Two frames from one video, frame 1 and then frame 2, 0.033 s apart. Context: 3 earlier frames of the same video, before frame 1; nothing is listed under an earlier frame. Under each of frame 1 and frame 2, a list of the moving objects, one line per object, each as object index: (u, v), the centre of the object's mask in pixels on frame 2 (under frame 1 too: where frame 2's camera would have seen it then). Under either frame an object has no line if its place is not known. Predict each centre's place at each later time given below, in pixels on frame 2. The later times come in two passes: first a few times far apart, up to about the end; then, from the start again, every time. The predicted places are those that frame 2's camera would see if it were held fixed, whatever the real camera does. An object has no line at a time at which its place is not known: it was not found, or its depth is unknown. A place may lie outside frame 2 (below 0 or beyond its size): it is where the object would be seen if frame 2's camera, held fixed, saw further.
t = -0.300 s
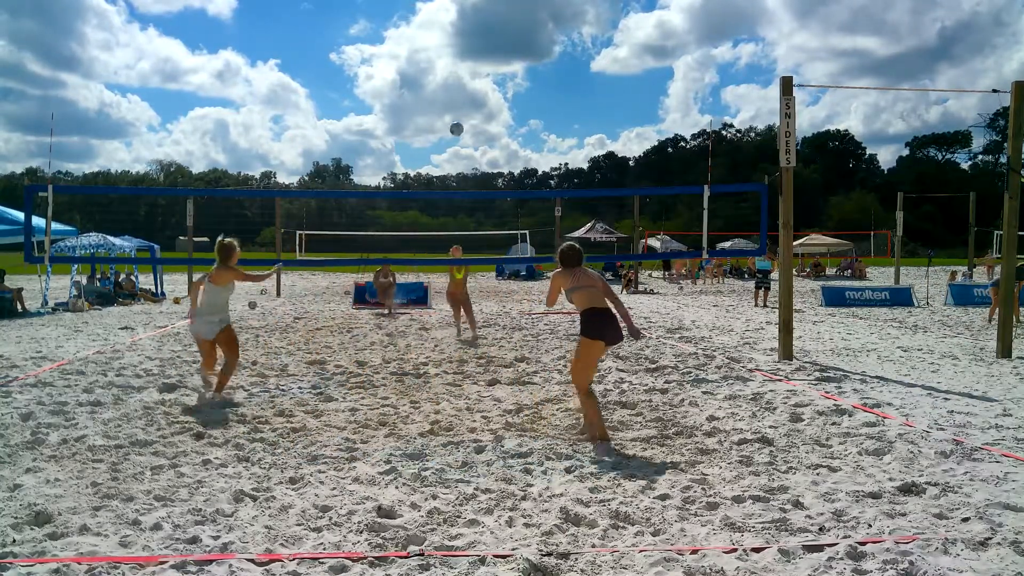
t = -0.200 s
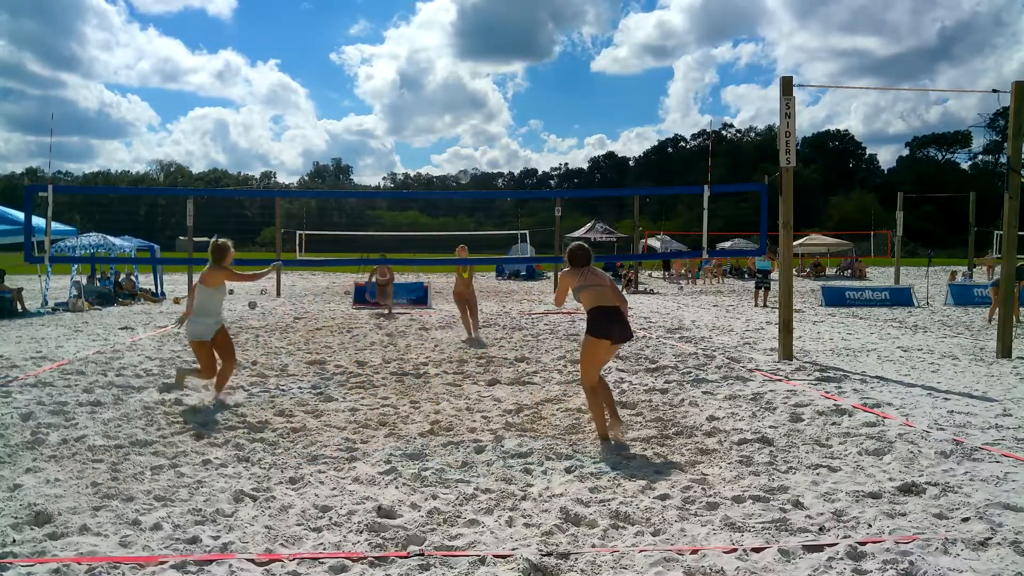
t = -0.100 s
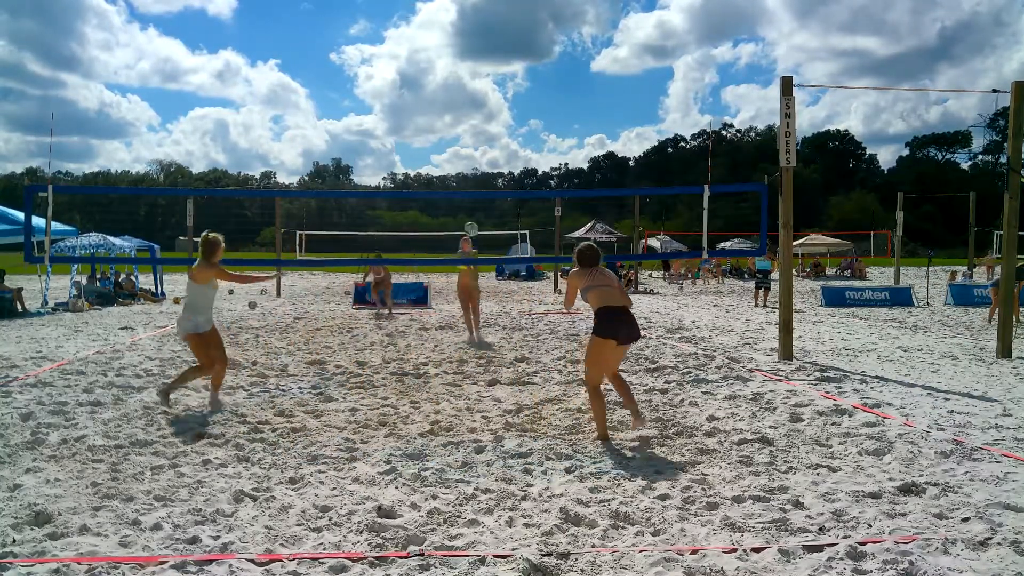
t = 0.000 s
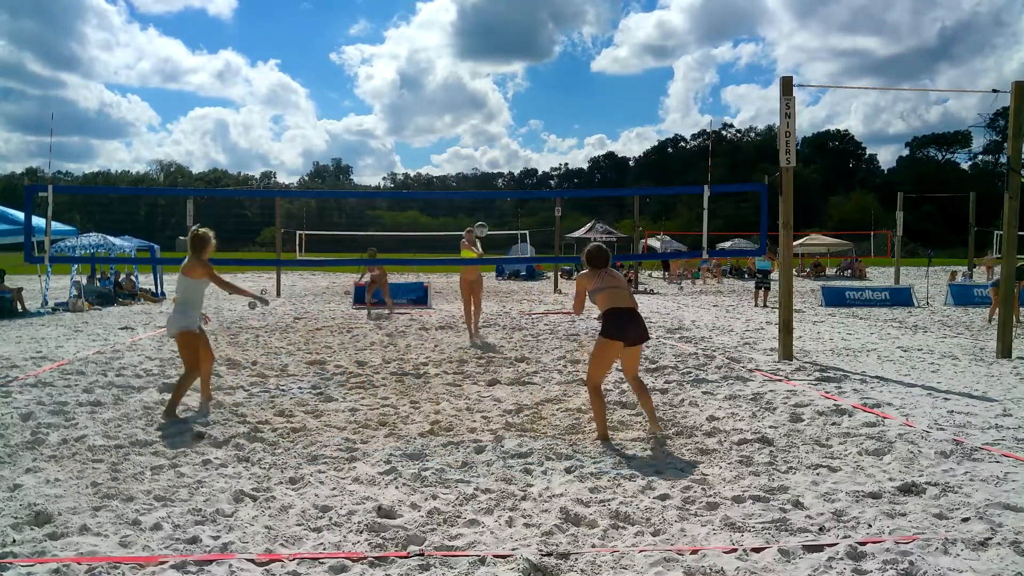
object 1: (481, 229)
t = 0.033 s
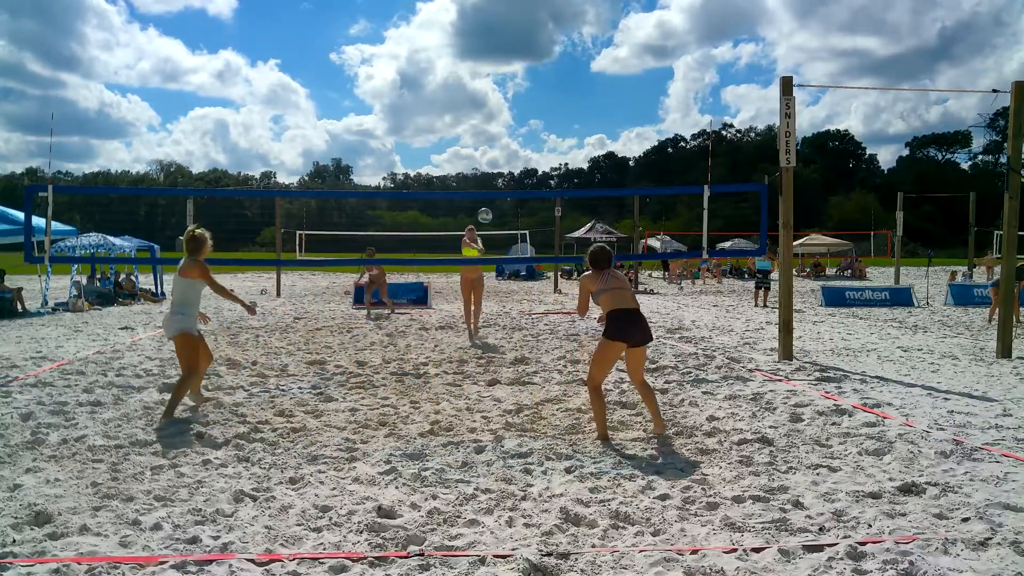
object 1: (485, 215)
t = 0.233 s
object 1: (512, 141)
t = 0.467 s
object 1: (554, 78)
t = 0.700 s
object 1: (612, 56)
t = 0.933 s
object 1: (690, 96)
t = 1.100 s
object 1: (762, 182)
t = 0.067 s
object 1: (489, 204)
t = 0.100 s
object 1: (493, 186)
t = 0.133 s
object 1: (497, 176)
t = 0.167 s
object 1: (502, 164)
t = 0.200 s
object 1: (507, 152)
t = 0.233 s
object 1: (512, 141)
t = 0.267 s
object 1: (517, 130)
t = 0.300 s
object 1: (523, 120)
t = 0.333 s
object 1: (529, 110)
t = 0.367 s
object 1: (535, 101)
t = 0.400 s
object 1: (541, 92)
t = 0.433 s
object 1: (548, 85)
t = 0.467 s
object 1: (554, 78)
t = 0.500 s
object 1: (562, 72)
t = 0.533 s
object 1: (569, 67)
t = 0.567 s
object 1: (577, 63)
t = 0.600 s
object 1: (585, 59)
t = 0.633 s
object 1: (594, 57)
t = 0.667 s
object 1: (603, 56)
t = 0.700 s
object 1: (612, 56)
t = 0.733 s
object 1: (622, 57)
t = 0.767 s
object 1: (632, 60)
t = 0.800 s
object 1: (642, 63)
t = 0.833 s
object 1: (654, 68)
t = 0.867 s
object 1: (665, 76)
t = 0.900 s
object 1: (677, 85)
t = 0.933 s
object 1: (690, 96)
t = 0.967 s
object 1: (703, 108)
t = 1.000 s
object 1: (717, 124)
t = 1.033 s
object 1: (731, 141)
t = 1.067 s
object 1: (746, 160)
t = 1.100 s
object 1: (762, 182)
